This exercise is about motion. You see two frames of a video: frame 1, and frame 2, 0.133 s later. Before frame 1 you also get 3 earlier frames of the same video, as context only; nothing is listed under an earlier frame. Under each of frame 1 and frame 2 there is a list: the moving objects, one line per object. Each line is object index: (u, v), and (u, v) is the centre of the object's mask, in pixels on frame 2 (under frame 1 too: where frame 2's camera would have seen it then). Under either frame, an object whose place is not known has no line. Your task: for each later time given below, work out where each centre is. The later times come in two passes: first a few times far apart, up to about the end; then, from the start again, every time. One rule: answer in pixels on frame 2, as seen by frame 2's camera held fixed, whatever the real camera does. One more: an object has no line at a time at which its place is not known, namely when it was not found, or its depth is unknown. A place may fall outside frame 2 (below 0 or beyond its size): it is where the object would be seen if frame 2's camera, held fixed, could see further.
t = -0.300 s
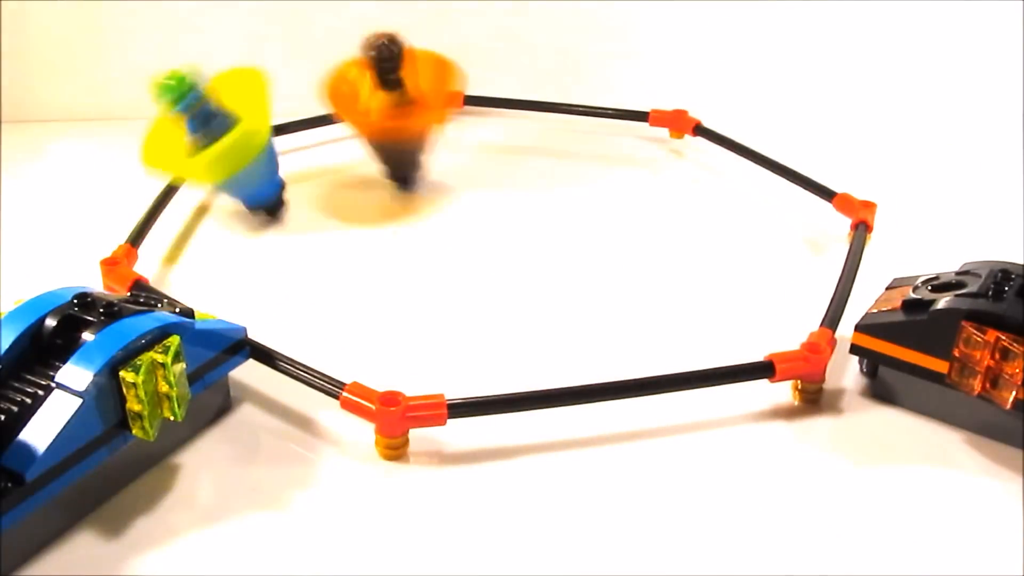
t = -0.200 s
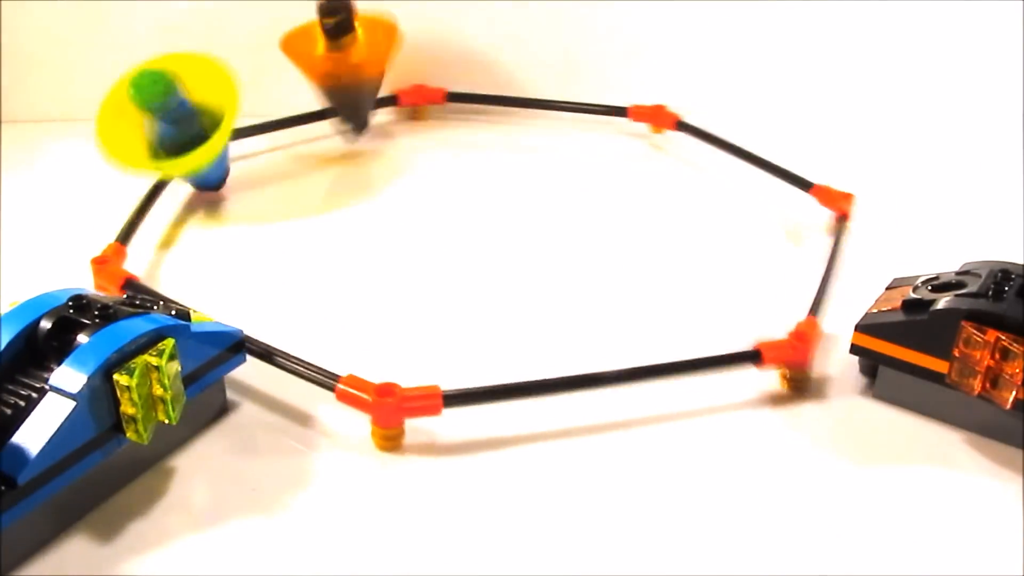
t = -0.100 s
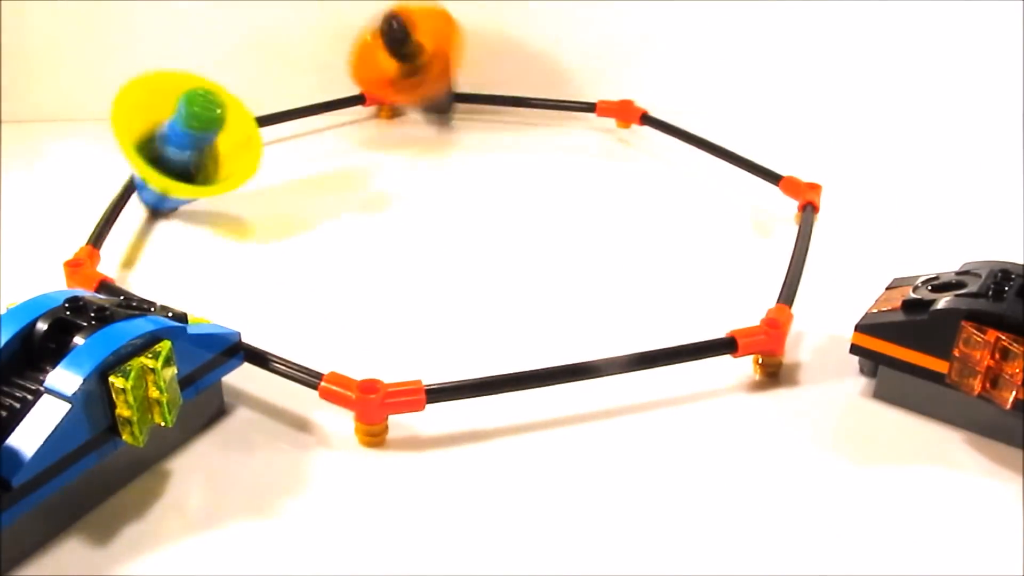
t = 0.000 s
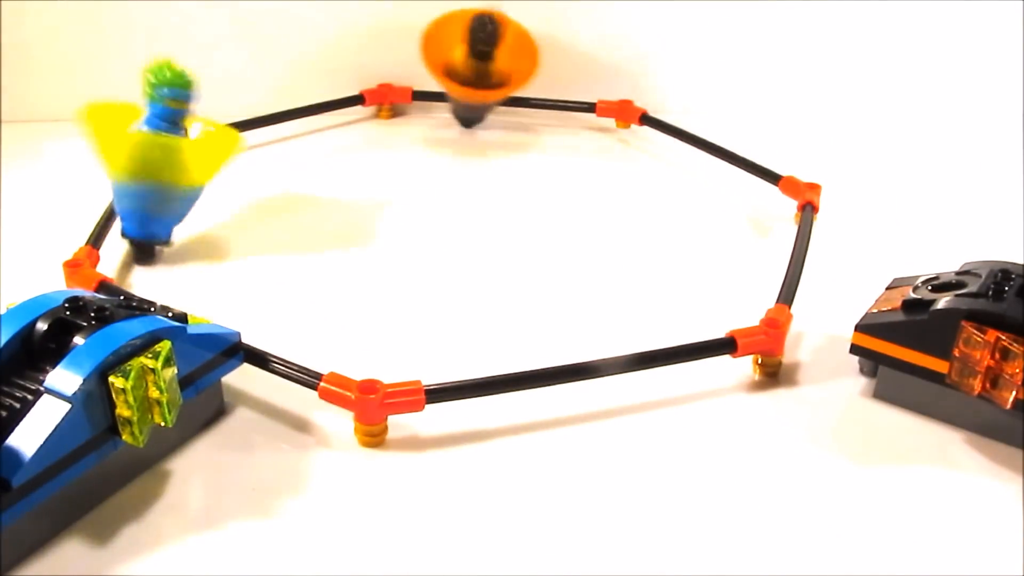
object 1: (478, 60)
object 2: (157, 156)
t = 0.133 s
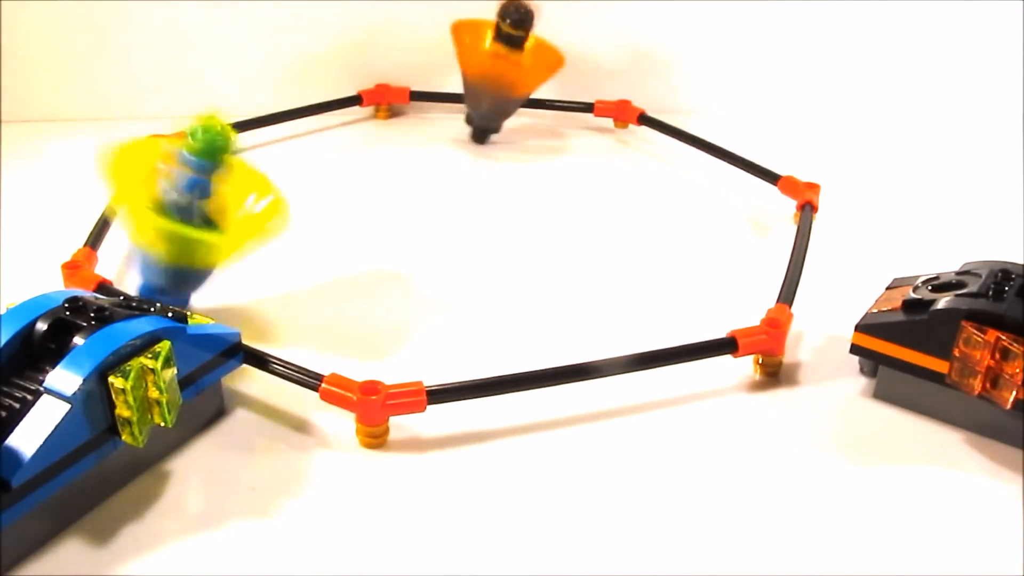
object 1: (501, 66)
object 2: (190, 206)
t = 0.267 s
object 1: (480, 95)
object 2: (332, 229)
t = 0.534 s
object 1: (429, 146)
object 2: (621, 179)
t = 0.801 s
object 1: (299, 165)
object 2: (614, 103)
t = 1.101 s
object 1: (141, 200)
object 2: (483, 57)
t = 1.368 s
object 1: (156, 203)
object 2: (337, 59)
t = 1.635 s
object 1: (180, 210)
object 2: (256, 93)
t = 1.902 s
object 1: (207, 220)
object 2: (301, 152)
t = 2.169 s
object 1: (261, 235)
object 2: (481, 167)
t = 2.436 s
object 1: (321, 248)
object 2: (607, 140)
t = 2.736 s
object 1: (393, 261)
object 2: (618, 94)
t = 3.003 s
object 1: (453, 270)
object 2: (549, 66)
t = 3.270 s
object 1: (491, 261)
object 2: (447, 60)
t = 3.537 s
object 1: (512, 255)
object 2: (355, 74)
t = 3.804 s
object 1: (519, 254)
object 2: (313, 110)
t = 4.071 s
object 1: (517, 257)
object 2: (362, 153)
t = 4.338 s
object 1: (505, 264)
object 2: (499, 143)
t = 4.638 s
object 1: (469, 268)
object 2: (653, 162)
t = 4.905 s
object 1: (420, 268)
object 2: (693, 129)
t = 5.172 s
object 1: (357, 266)
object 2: (654, 100)
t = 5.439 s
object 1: (314, 250)
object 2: (573, 83)
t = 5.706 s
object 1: (260, 240)
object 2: (483, 85)
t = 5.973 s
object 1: (223, 225)
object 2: (417, 109)
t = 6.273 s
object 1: (189, 209)
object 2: (427, 153)
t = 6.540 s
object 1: (157, 205)
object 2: (534, 182)
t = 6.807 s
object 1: (142, 197)
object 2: (655, 180)
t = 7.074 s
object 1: (122, 190)
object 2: (674, 142)
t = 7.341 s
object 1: (116, 184)
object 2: (597, 125)
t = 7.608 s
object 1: (136, 178)
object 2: (538, 145)
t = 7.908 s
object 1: (147, 175)
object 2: (608, 179)
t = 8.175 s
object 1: (148, 174)
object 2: (688, 164)
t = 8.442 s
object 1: (149, 179)
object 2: (653, 142)
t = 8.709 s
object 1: (150, 190)
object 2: (604, 154)
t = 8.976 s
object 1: (160, 199)
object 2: (660, 172)
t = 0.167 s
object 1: (494, 71)
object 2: (239, 221)
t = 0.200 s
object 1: (487, 76)
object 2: (271, 227)
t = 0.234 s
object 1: (482, 84)
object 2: (297, 230)
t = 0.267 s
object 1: (480, 95)
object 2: (332, 229)
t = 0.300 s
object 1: (478, 103)
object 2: (374, 224)
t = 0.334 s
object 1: (480, 100)
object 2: (426, 212)
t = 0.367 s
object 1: (480, 100)
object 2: (475, 205)
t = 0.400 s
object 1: (472, 110)
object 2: (511, 201)
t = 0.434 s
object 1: (465, 123)
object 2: (544, 204)
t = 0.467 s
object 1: (457, 143)
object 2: (580, 198)
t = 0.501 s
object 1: (444, 145)
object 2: (605, 187)
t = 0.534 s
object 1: (429, 146)
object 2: (621, 179)
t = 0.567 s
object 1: (413, 148)
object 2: (630, 167)
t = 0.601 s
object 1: (397, 150)
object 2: (635, 158)
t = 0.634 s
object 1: (381, 152)
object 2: (637, 148)
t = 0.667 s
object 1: (364, 153)
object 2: (637, 137)
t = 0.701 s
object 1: (349, 156)
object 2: (634, 128)
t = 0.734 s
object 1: (332, 159)
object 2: (627, 120)
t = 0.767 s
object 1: (315, 163)
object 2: (620, 111)
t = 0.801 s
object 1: (299, 165)
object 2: (614, 103)
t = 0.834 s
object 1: (282, 168)
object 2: (603, 96)
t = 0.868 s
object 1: (264, 173)
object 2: (590, 89)
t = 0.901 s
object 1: (247, 177)
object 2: (577, 83)
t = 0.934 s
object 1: (228, 181)
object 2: (564, 76)
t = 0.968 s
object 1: (210, 185)
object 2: (549, 72)
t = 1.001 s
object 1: (192, 189)
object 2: (534, 67)
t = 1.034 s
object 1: (173, 195)
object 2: (517, 62)
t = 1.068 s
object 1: (154, 198)
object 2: (500, 59)
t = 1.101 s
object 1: (141, 200)
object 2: (483, 57)
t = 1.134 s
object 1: (152, 197)
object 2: (464, 54)
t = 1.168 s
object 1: (154, 196)
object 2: (444, 53)
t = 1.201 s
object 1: (152, 196)
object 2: (426, 52)
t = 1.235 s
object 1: (151, 199)
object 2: (409, 53)
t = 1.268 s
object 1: (151, 200)
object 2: (393, 55)
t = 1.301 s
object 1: (151, 201)
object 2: (373, 57)
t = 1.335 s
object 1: (153, 202)
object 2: (352, 56)
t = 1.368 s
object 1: (156, 203)
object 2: (337, 59)
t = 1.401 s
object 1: (158, 204)
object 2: (327, 63)
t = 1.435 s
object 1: (162, 204)
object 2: (312, 68)
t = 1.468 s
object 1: (164, 205)
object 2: (298, 71)
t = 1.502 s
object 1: (167, 206)
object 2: (287, 75)
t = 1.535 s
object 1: (170, 207)
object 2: (278, 82)
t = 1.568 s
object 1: (172, 208)
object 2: (269, 87)
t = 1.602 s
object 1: (175, 210)
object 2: (262, 90)
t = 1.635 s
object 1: (180, 210)
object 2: (256, 93)
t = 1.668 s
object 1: (184, 210)
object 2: (256, 97)
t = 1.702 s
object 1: (186, 212)
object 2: (255, 101)
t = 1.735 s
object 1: (191, 213)
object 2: (255, 106)
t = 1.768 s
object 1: (195, 214)
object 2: (260, 109)
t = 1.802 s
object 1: (197, 216)
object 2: (269, 115)
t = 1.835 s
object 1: (201, 217)
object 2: (279, 127)
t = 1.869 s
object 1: (204, 218)
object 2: (289, 143)
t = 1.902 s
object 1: (207, 220)
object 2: (301, 152)
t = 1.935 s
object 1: (209, 221)
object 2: (319, 162)
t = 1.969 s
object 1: (212, 223)
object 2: (338, 168)
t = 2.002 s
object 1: (223, 223)
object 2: (359, 168)
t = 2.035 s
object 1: (229, 225)
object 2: (387, 170)
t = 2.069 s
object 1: (237, 228)
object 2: (410, 172)
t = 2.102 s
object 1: (245, 229)
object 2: (430, 174)
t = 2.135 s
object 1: (251, 231)
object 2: (455, 170)
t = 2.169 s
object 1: (261, 235)
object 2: (481, 167)
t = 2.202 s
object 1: (266, 235)
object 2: (500, 168)
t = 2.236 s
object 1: (275, 238)
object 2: (520, 165)
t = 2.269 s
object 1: (283, 239)
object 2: (540, 160)
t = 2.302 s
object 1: (290, 242)
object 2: (557, 156)
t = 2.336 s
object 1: (298, 243)
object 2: (573, 155)
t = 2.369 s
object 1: (306, 246)
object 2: (585, 150)
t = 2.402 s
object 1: (313, 248)
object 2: (597, 143)
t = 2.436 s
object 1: (321, 248)
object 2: (607, 140)
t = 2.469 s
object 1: (329, 250)
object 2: (615, 135)
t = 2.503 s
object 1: (336, 252)
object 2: (620, 129)
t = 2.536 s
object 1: (345, 253)
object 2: (625, 123)
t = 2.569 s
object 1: (352, 256)
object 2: (628, 119)
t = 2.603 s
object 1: (360, 256)
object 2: (629, 115)
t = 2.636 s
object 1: (369, 258)
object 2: (628, 108)
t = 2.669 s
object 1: (376, 260)
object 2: (627, 104)
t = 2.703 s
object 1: (384, 261)
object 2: (624, 101)
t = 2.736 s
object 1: (393, 261)
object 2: (618, 94)
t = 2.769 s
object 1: (400, 263)
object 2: (613, 90)
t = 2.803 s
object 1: (409, 265)
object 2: (607, 87)
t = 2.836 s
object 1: (416, 266)
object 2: (598, 82)
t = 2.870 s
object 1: (425, 267)
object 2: (590, 79)
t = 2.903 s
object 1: (432, 269)
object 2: (582, 74)
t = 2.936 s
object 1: (440, 272)
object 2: (570, 73)
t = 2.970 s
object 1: (448, 272)
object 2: (559, 70)
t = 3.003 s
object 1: (453, 270)
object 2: (549, 66)
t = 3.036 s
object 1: (460, 269)
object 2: (538, 64)
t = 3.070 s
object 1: (464, 267)
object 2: (524, 65)
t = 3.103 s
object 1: (470, 267)
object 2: (512, 62)
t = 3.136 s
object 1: (474, 264)
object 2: (500, 61)
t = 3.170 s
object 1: (479, 264)
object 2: (487, 62)
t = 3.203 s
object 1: (484, 263)
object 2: (473, 61)
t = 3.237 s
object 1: (487, 262)
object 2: (459, 60)
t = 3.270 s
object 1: (491, 261)
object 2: (447, 60)
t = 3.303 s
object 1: (494, 259)
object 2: (436, 62)
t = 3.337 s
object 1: (498, 259)
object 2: (421, 62)
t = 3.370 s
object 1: (501, 258)
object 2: (408, 63)
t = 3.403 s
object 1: (502, 257)
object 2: (398, 64)
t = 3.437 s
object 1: (506, 257)
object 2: (386, 67)
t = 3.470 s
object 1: (507, 256)
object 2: (374, 69)
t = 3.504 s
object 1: (510, 256)
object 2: (364, 71)
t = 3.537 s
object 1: (512, 255)
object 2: (355, 74)
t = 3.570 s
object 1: (513, 255)
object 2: (346, 79)
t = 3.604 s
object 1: (514, 255)
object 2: (338, 82)
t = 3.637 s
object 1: (515, 254)
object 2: (330, 85)
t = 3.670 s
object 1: (516, 254)
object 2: (325, 90)
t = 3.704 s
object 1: (518, 254)
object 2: (320, 96)
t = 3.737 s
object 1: (518, 254)
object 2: (316, 99)
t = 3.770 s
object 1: (519, 254)
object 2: (313, 103)
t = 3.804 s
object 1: (519, 254)
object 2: (313, 110)
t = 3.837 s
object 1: (519, 254)
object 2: (313, 116)
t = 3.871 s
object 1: (520, 254)
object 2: (315, 119)
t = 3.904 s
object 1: (519, 254)
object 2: (319, 124)
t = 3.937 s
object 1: (519, 255)
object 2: (324, 133)
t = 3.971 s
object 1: (519, 254)
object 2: (330, 137)
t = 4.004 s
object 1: (518, 255)
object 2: (338, 141)
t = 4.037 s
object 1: (518, 256)
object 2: (349, 148)
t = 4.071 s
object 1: (517, 257)
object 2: (362, 153)
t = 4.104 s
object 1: (517, 258)
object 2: (373, 157)
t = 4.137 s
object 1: (515, 258)
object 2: (387, 161)
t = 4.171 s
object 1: (514, 260)
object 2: (403, 159)
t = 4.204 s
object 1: (513, 260)
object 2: (420, 159)
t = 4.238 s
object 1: (511, 261)
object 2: (436, 148)
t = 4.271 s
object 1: (511, 263)
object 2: (452, 146)
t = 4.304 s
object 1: (508, 264)
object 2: (470, 145)
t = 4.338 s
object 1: (505, 264)
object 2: (499, 143)
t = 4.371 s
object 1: (503, 264)
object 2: (526, 144)
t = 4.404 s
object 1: (500, 264)
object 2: (547, 148)
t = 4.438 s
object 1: (497, 265)
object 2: (565, 152)
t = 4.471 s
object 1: (494, 265)
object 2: (580, 157)
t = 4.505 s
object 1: (490, 266)
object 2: (597, 165)
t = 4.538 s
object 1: (485, 266)
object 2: (613, 172)
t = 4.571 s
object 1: (480, 267)
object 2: (625, 172)
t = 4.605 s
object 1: (475, 267)
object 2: (640, 166)
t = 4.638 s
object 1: (469, 268)
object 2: (653, 162)
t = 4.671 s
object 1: (464, 268)
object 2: (663, 162)
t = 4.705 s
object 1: (459, 270)
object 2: (672, 157)
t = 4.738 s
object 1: (452, 270)
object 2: (678, 152)
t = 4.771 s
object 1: (447, 271)
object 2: (685, 147)
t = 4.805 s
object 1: (440, 271)
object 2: (689, 143)
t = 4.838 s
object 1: (434, 271)
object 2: (691, 140)
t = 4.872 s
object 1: (427, 270)
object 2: (694, 134)
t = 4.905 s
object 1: (420, 268)
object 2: (693, 129)
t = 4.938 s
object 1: (412, 270)
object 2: (692, 126)
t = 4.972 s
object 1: (405, 267)
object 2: (690, 121)
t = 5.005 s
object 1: (396, 268)
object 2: (686, 117)
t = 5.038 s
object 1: (387, 267)
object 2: (682, 113)
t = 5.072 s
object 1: (381, 268)
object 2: (676, 110)
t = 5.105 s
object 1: (372, 267)
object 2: (669, 104)
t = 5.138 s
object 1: (364, 266)
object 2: (663, 101)
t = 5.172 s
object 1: (357, 266)
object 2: (654, 100)
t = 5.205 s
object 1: (348, 263)
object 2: (645, 96)
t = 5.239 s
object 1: (341, 264)
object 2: (636, 92)
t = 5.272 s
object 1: (333, 263)
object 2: (627, 89)
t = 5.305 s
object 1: (330, 261)
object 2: (617, 89)
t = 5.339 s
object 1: (326, 259)
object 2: (605, 87)
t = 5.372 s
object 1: (323, 255)
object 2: (596, 84)
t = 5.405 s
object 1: (318, 254)
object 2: (585, 82)
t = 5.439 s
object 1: (314, 250)
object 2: (573, 83)
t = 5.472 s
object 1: (308, 250)
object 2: (562, 80)
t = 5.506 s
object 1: (302, 246)
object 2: (549, 80)
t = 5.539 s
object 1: (297, 247)
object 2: (540, 81)
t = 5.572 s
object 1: (291, 243)
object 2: (527, 82)
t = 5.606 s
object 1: (284, 244)
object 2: (515, 80)
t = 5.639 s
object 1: (276, 241)
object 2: (505, 80)
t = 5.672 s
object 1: (270, 241)
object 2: (494, 82)
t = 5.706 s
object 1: (260, 240)
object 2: (483, 85)
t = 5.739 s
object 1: (255, 239)
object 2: (471, 87)
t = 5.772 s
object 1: (253, 236)
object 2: (463, 88)
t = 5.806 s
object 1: (248, 235)
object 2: (453, 91)
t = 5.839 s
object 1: (244, 233)
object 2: (445, 94)
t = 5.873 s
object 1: (237, 233)
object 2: (437, 96)
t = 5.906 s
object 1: (233, 229)
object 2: (428, 100)
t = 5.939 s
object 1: (227, 230)
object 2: (423, 104)
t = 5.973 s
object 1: (223, 225)
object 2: (417, 109)
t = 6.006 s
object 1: (220, 224)
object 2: (414, 113)
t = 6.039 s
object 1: (216, 222)
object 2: (410, 116)
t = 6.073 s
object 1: (214, 220)
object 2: (408, 120)
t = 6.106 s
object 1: (210, 219)
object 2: (408, 126)
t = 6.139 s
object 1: (208, 216)
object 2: (408, 132)
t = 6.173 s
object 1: (203, 215)
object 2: (410, 136)
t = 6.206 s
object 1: (199, 213)
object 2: (414, 142)
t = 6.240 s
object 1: (194, 213)
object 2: (420, 146)
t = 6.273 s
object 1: (189, 209)
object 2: (427, 153)
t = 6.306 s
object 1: (184, 211)
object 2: (435, 157)
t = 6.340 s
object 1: (179, 207)
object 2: (445, 161)
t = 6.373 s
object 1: (174, 209)
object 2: (457, 165)
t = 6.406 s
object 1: (168, 208)
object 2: (473, 170)
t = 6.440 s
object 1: (166, 206)
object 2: (486, 177)
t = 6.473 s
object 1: (163, 207)
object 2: (501, 180)
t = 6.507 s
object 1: (158, 204)
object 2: (516, 183)
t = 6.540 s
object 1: (157, 205)
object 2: (534, 182)
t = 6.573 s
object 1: (155, 203)
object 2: (552, 184)
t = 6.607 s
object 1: (154, 201)
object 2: (571, 186)
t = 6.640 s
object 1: (151, 201)
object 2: (586, 187)
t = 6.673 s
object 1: (148, 201)
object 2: (600, 187)
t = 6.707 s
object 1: (147, 199)
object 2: (617, 183)
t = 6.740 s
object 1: (145, 197)
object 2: (631, 183)
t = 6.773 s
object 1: (145, 197)
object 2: (646, 180)
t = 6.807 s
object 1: (142, 197)
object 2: (655, 180)
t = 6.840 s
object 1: (141, 194)
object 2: (664, 175)
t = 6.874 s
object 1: (139, 195)
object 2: (670, 170)
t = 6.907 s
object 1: (136, 192)
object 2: (676, 164)
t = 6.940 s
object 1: (134, 193)
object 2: (680, 161)
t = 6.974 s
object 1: (131, 191)
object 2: (680, 158)
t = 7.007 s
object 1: (129, 191)
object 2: (679, 153)
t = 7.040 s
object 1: (124, 191)
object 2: (676, 148)
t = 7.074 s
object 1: (122, 190)
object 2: (674, 142)
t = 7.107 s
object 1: (119, 190)
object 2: (666, 141)
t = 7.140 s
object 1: (117, 188)
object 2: (659, 139)
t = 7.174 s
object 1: (116, 188)
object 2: (649, 134)
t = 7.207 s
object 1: (115, 188)
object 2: (642, 129)
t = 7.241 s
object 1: (116, 185)
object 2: (633, 127)
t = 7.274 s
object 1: (114, 186)
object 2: (623, 126)
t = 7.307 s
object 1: (113, 185)
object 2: (609, 127)
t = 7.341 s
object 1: (116, 184)
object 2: (597, 125)
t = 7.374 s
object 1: (119, 184)
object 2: (586, 123)
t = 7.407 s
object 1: (122, 184)
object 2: (578, 124)
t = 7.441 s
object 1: (124, 183)
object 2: (570, 127)
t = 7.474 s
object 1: (128, 182)
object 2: (560, 131)
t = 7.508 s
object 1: (130, 181)
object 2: (552, 134)
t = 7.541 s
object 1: (132, 181)
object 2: (544, 135)
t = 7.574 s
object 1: (135, 180)
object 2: (542, 138)
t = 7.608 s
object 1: (136, 178)
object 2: (538, 145)
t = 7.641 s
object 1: (138, 179)
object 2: (539, 151)
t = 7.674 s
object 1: (139, 178)
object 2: (539, 157)
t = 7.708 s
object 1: (141, 176)
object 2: (544, 160)
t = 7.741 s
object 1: (142, 177)
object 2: (550, 163)
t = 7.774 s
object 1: (143, 177)
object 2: (562, 164)
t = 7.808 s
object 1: (145, 176)
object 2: (573, 171)
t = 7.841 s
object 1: (145, 175)
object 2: (584, 176)
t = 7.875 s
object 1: (146, 176)
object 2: (596, 178)
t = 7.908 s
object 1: (147, 175)
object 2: (608, 179)
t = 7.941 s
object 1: (147, 173)
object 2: (621, 178)
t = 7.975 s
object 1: (147, 176)
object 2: (637, 176)
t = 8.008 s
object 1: (148, 173)
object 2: (651, 177)
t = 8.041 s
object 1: (148, 175)
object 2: (661, 179)
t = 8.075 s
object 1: (148, 175)
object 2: (670, 177)
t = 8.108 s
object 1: (149, 174)
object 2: (677, 174)
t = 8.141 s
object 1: (149, 176)
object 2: (683, 169)
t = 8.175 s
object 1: (148, 174)
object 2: (688, 164)
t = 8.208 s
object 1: (149, 177)
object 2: (691, 162)
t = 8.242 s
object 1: (149, 175)
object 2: (690, 160)
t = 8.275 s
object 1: (148, 176)
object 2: (687, 156)
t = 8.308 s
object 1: (149, 178)
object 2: (683, 151)
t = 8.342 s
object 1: (149, 176)
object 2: (679, 146)
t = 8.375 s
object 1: (148, 178)
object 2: (673, 143)
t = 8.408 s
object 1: (149, 180)
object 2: (665, 142)
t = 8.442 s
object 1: (149, 179)
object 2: (653, 142)
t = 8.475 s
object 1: (148, 180)
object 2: (642, 139)
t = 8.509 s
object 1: (149, 183)
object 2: (632, 137)
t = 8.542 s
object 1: (149, 183)
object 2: (626, 137)
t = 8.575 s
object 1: (148, 182)
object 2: (618, 140)
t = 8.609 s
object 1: (149, 186)
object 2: (613, 145)
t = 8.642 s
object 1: (149, 185)
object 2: (607, 149)
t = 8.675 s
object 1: (150, 186)
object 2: (604, 152)
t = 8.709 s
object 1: (150, 190)
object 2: (604, 154)
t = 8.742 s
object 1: (151, 188)
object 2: (607, 154)
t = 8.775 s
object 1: (152, 190)
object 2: (612, 159)
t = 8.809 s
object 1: (153, 193)
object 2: (618, 165)
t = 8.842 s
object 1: (155, 192)
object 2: (623, 170)
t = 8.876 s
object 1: (156, 194)
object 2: (632, 174)
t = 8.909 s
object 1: (157, 197)
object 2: (640, 175)
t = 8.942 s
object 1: (159, 197)
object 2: (649, 173)
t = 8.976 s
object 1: (160, 199)
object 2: (660, 172)
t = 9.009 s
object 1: (163, 201)
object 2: (671, 169)
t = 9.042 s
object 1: (165, 202)
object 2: (678, 171)
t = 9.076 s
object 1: (166, 202)
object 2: (685, 172)
